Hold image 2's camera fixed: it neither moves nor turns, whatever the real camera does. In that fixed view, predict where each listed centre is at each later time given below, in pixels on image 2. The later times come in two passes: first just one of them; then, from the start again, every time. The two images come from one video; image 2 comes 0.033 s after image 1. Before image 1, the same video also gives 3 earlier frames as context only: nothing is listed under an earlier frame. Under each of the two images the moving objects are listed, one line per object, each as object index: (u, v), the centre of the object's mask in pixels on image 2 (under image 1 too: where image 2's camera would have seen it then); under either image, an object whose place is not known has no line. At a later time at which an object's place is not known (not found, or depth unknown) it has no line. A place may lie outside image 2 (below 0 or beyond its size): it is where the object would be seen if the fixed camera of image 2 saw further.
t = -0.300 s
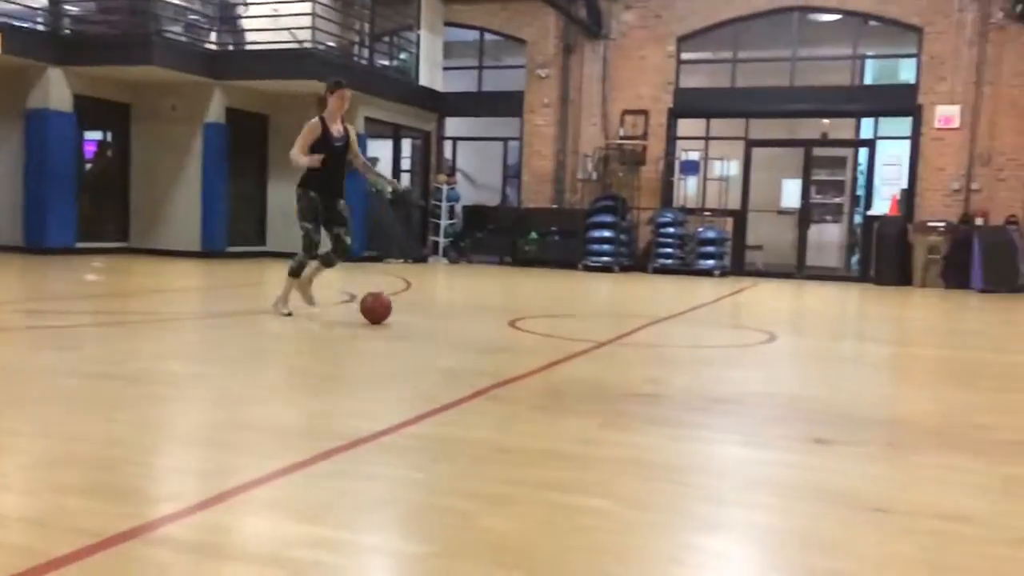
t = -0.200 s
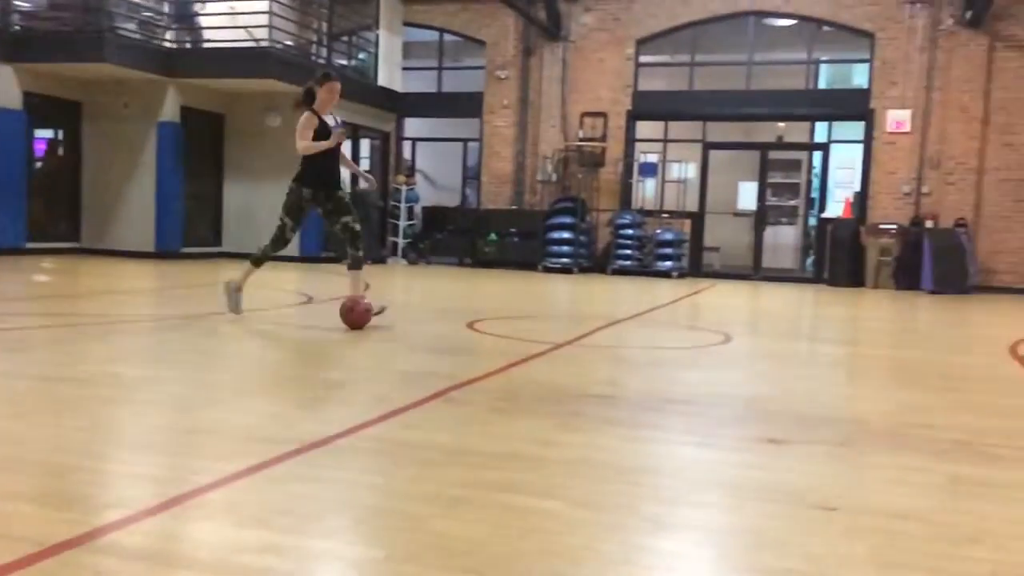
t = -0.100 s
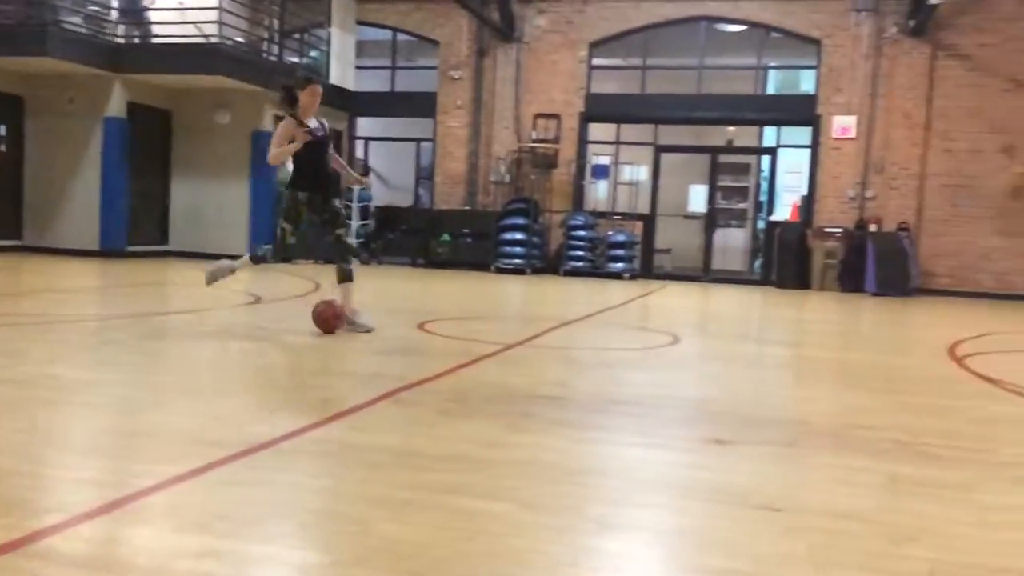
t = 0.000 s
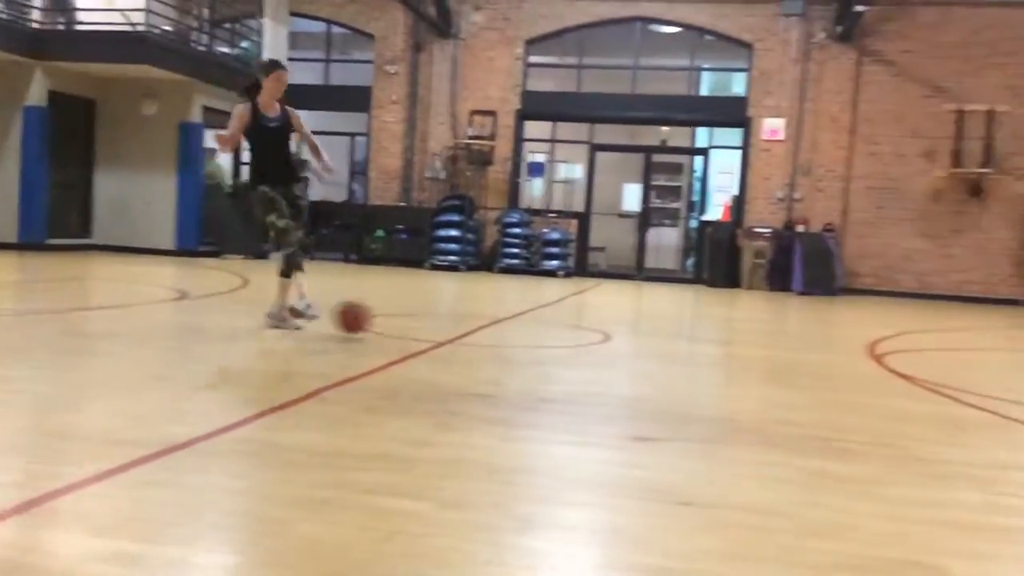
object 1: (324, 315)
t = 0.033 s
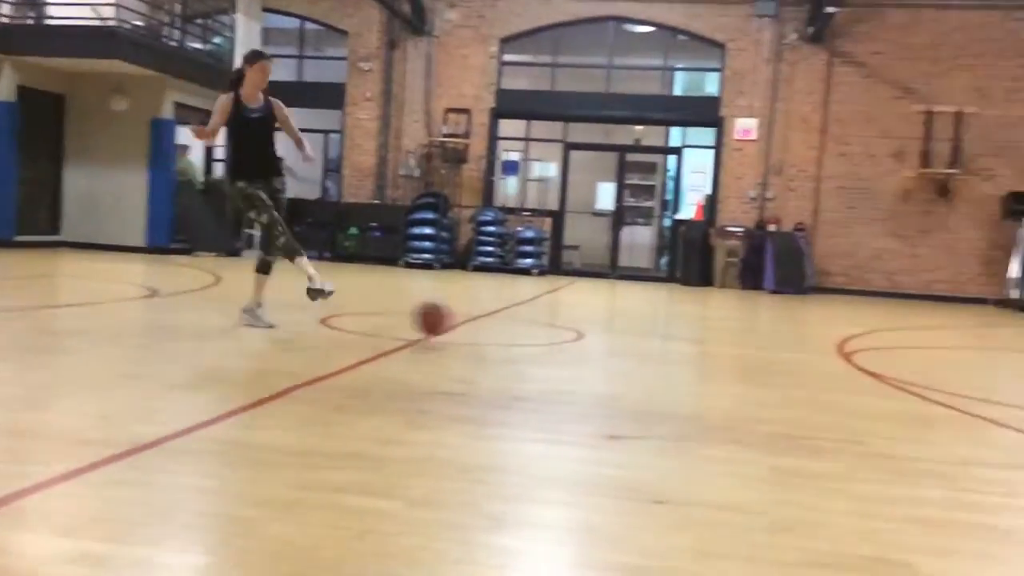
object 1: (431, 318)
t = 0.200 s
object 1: (1003, 368)
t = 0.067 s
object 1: (541, 323)
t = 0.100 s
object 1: (652, 330)
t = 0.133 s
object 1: (766, 341)
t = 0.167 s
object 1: (884, 353)
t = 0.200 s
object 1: (1003, 368)
